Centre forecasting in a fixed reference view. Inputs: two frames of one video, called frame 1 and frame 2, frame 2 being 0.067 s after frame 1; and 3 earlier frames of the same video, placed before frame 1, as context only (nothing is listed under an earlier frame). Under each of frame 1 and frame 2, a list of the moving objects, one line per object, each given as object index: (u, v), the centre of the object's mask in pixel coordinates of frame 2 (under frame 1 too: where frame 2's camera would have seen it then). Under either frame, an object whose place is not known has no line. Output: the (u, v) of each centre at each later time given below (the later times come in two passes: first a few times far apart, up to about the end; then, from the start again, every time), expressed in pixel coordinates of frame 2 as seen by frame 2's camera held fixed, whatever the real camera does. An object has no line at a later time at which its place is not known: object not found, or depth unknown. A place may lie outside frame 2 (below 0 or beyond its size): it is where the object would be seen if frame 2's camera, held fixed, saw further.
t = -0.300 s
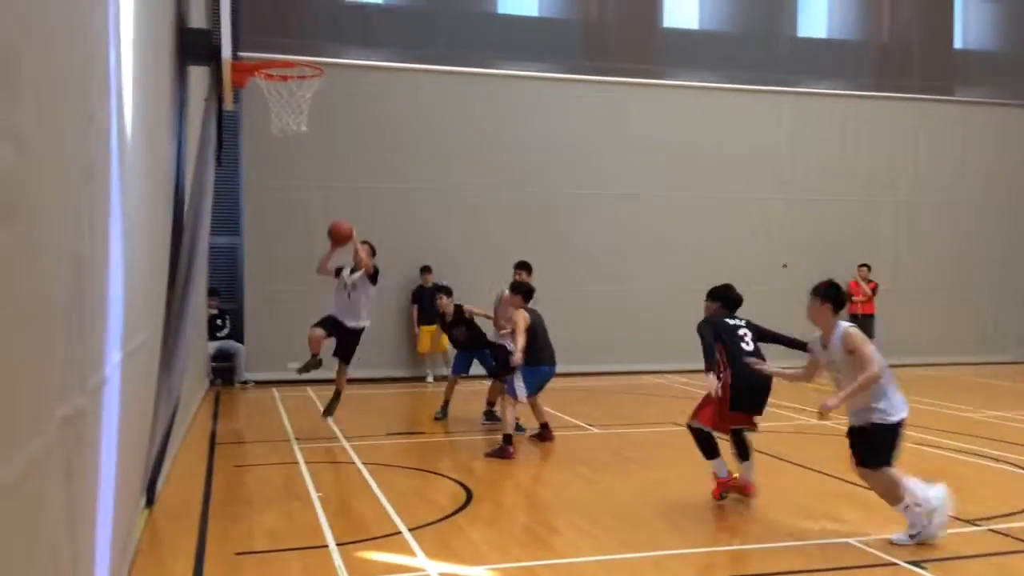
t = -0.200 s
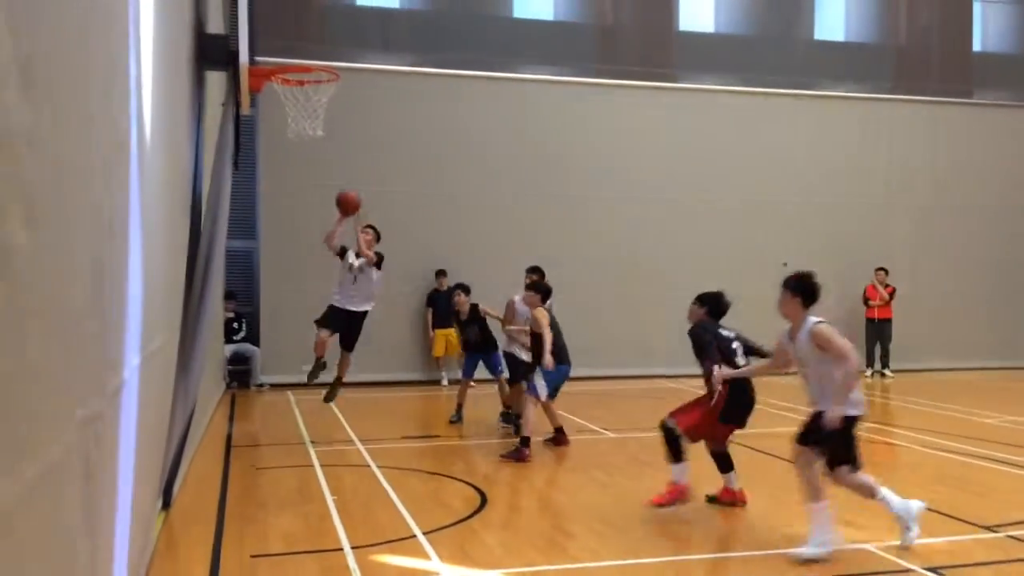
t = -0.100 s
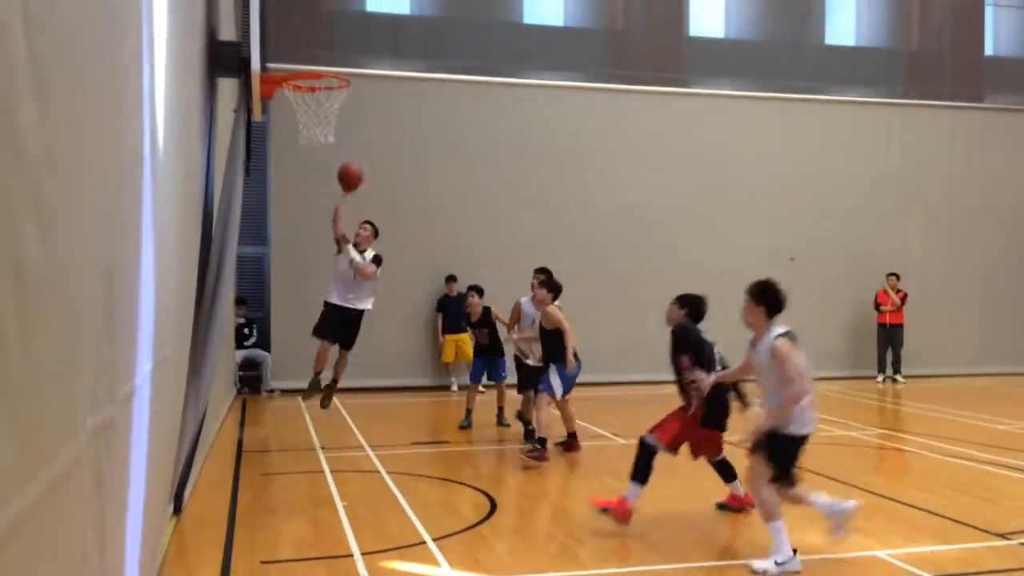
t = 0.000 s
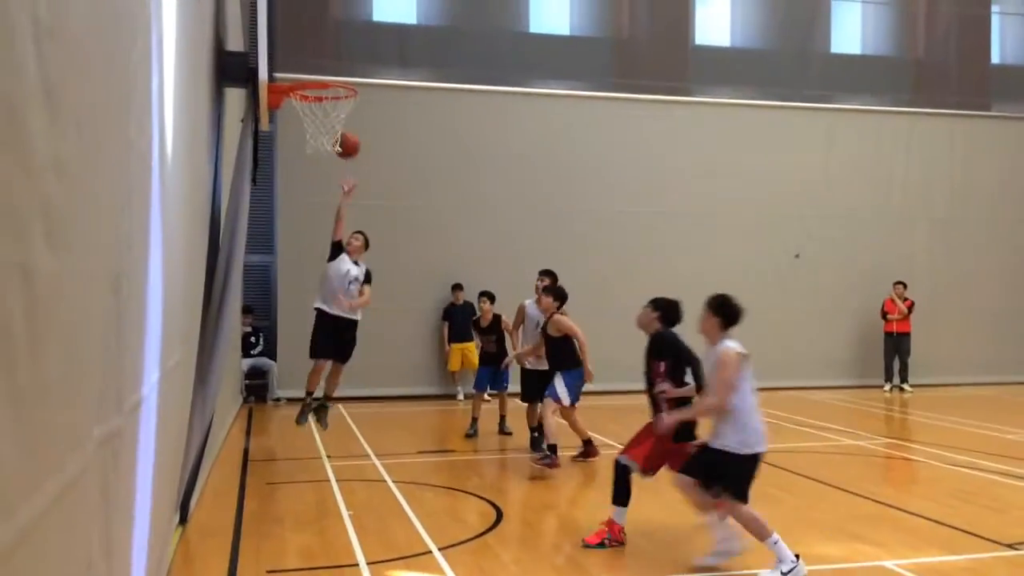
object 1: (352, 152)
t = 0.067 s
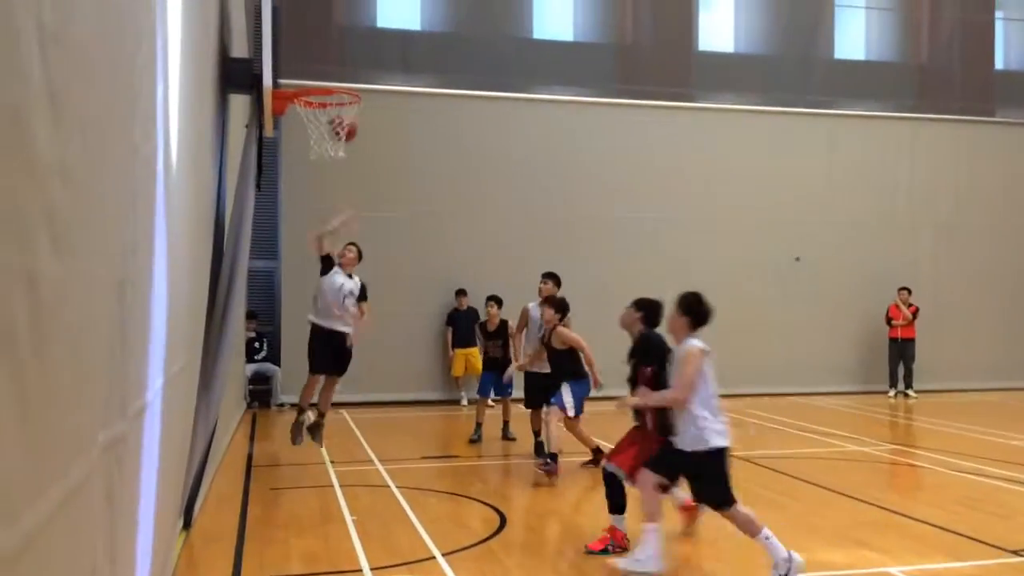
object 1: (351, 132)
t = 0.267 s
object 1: (316, 78)
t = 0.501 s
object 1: (295, 68)
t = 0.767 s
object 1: (329, 76)
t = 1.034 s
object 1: (332, 120)
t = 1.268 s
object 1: (315, 189)
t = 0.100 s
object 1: (332, 115)
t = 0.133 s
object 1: (331, 110)
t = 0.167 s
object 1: (331, 104)
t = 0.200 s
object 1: (327, 94)
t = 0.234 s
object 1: (321, 81)
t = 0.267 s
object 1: (316, 78)
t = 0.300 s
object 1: (313, 77)
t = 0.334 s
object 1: (308, 76)
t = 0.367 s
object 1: (302, 76)
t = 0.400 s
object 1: (297, 76)
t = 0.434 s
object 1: (291, 77)
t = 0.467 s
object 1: (291, 73)
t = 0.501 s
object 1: (295, 68)
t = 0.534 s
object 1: (301, 65)
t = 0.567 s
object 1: (304, 62)
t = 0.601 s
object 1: (308, 61)
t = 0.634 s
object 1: (311, 62)
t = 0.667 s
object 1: (316, 63)
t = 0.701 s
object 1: (320, 67)
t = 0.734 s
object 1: (324, 72)
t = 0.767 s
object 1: (329, 76)
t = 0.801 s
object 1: (332, 80)
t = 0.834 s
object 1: (332, 80)
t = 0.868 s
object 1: (333, 89)
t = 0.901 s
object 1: (335, 93)
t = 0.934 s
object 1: (333, 105)
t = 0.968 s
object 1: (335, 109)
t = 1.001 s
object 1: (334, 112)
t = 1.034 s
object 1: (332, 120)
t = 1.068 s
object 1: (329, 128)
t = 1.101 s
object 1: (327, 135)
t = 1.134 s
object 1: (326, 141)
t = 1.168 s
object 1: (322, 151)
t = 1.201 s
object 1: (319, 164)
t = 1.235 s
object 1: (318, 174)
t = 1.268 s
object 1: (315, 189)
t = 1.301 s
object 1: (312, 204)
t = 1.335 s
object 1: (309, 222)
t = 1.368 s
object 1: (307, 241)
